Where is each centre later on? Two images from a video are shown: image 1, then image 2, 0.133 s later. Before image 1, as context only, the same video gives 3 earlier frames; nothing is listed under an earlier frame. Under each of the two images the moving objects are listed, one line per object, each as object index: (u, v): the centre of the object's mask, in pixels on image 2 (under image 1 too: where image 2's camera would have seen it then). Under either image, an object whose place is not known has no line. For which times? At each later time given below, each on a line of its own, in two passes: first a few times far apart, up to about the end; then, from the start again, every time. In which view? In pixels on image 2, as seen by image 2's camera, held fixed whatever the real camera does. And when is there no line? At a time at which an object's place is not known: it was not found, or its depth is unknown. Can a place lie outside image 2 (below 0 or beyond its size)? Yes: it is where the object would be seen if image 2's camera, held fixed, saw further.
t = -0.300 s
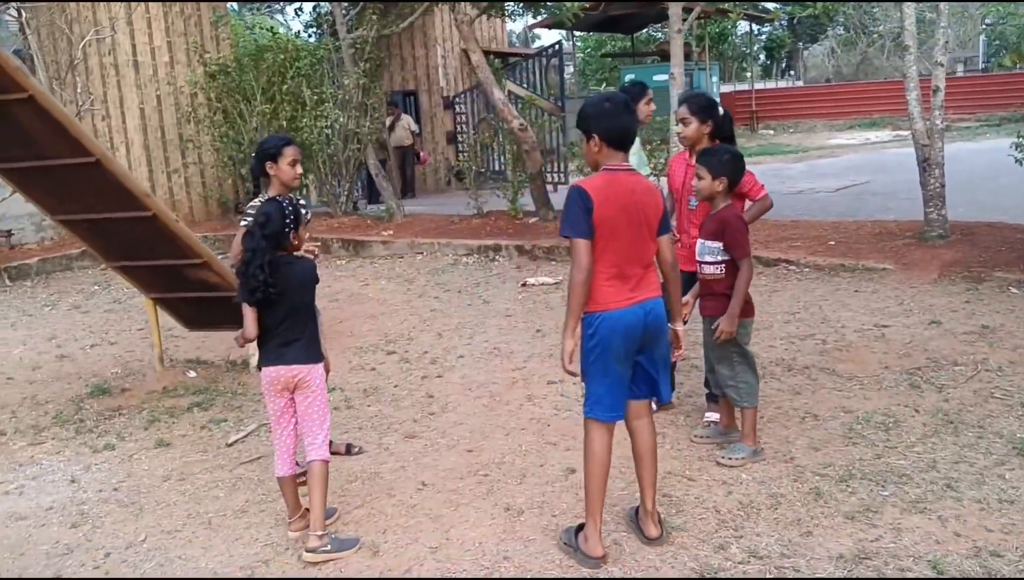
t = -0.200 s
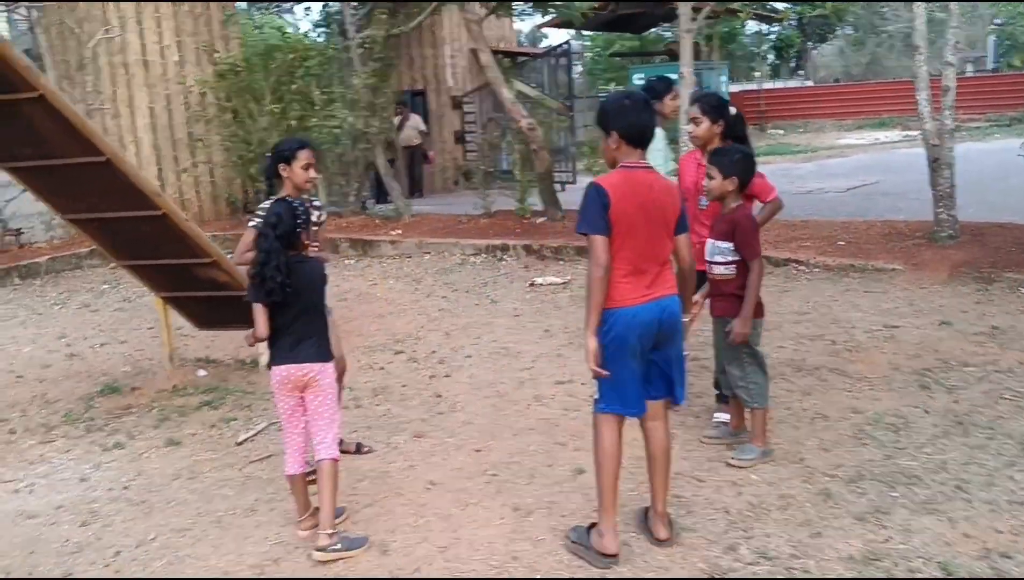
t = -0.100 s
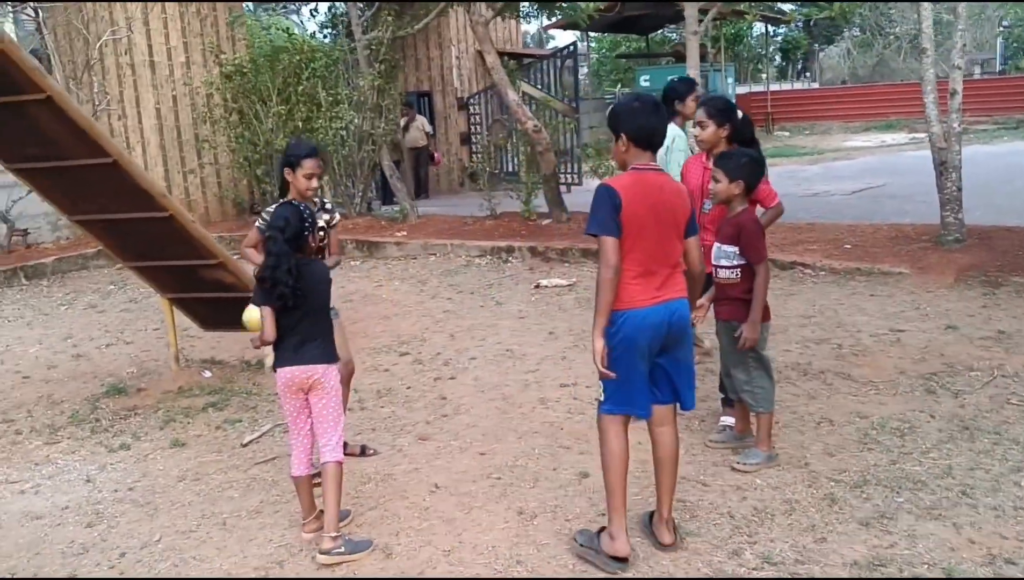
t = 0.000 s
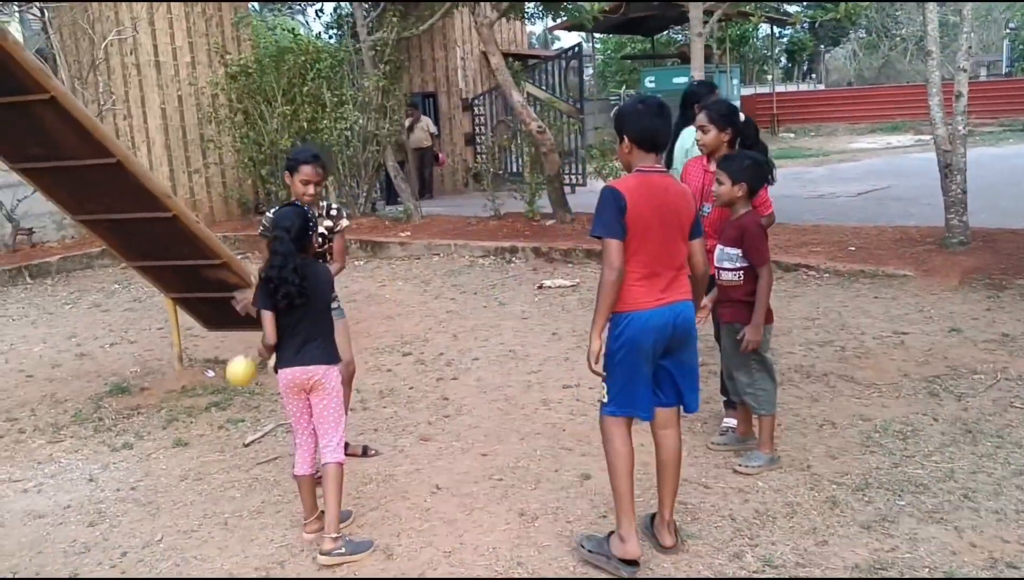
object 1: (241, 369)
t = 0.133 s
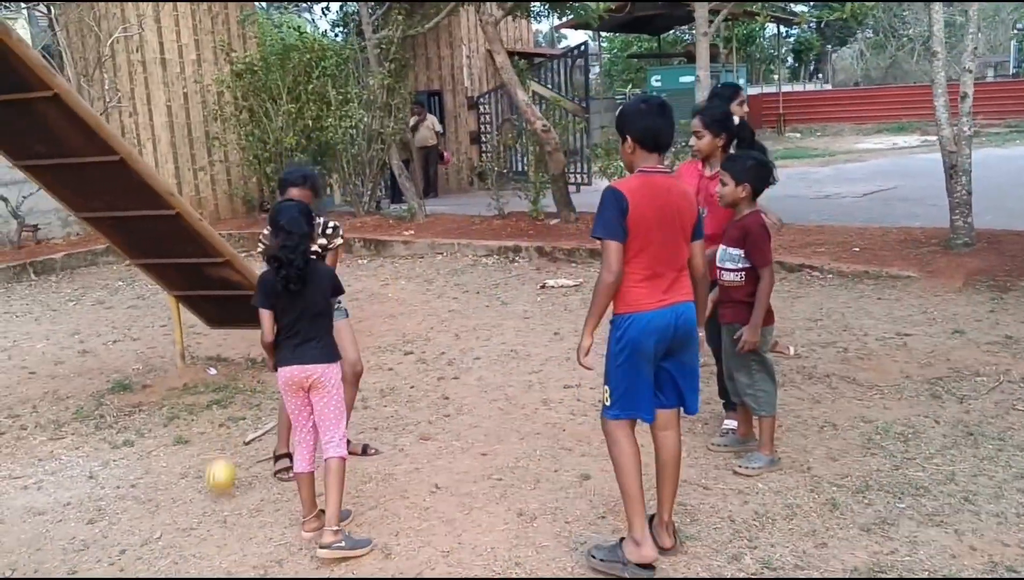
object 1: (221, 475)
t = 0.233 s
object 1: (198, 469)
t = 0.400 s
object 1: (164, 468)
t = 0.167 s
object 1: (215, 487)
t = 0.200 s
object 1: (206, 477)
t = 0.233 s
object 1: (198, 469)
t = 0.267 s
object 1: (191, 464)
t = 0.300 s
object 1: (183, 461)
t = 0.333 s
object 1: (177, 461)
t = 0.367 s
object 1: (170, 463)
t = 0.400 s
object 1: (164, 468)
